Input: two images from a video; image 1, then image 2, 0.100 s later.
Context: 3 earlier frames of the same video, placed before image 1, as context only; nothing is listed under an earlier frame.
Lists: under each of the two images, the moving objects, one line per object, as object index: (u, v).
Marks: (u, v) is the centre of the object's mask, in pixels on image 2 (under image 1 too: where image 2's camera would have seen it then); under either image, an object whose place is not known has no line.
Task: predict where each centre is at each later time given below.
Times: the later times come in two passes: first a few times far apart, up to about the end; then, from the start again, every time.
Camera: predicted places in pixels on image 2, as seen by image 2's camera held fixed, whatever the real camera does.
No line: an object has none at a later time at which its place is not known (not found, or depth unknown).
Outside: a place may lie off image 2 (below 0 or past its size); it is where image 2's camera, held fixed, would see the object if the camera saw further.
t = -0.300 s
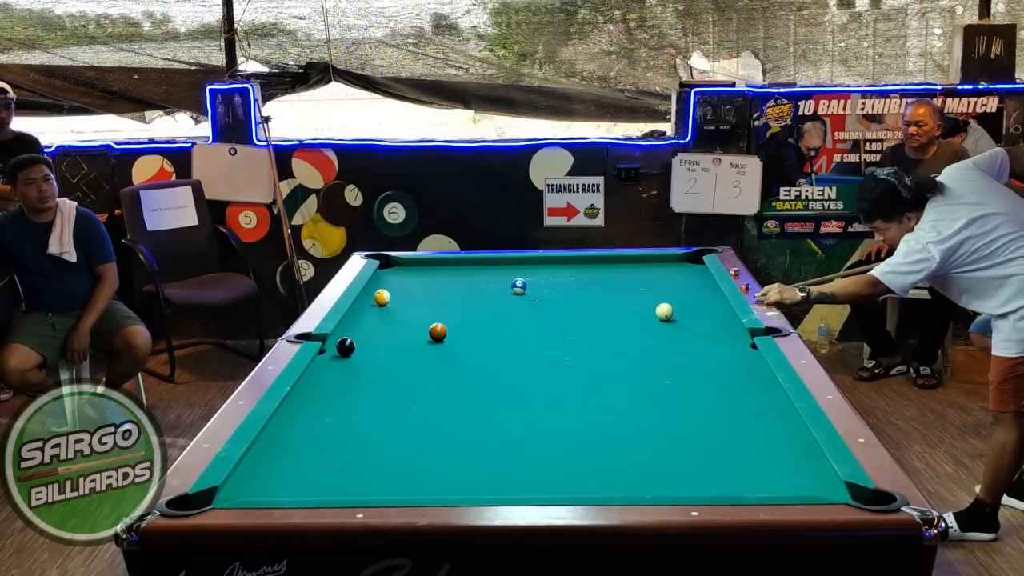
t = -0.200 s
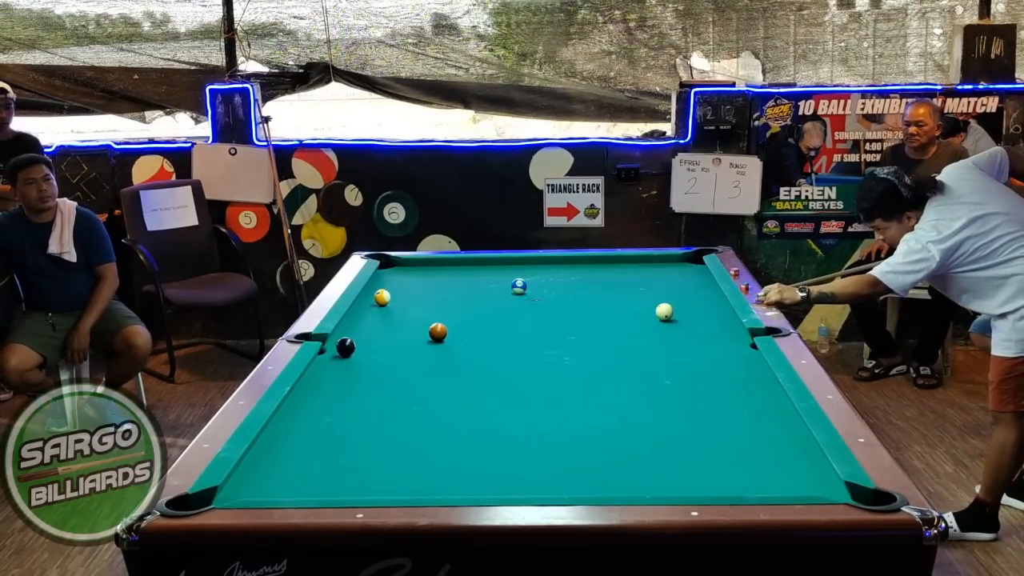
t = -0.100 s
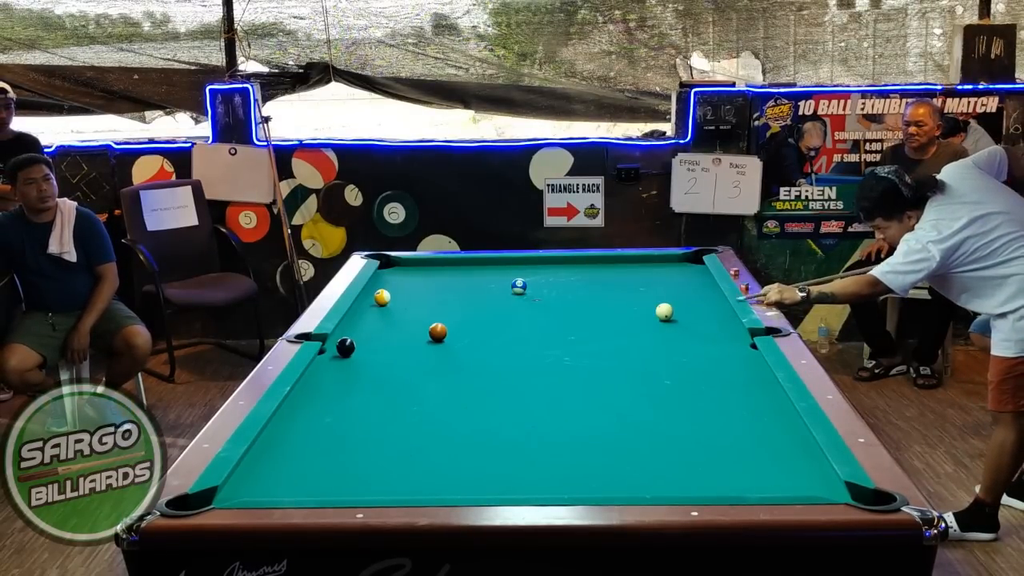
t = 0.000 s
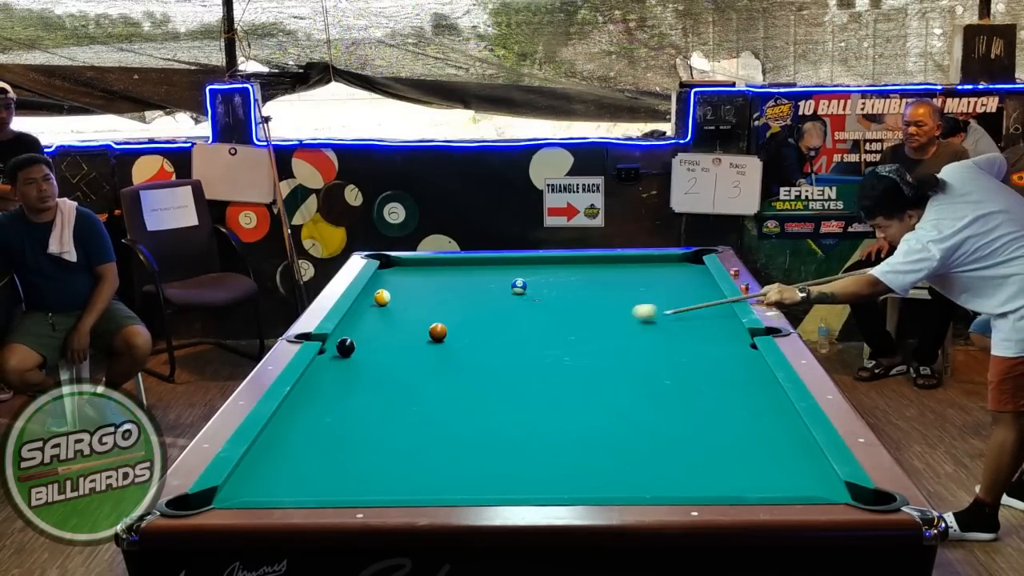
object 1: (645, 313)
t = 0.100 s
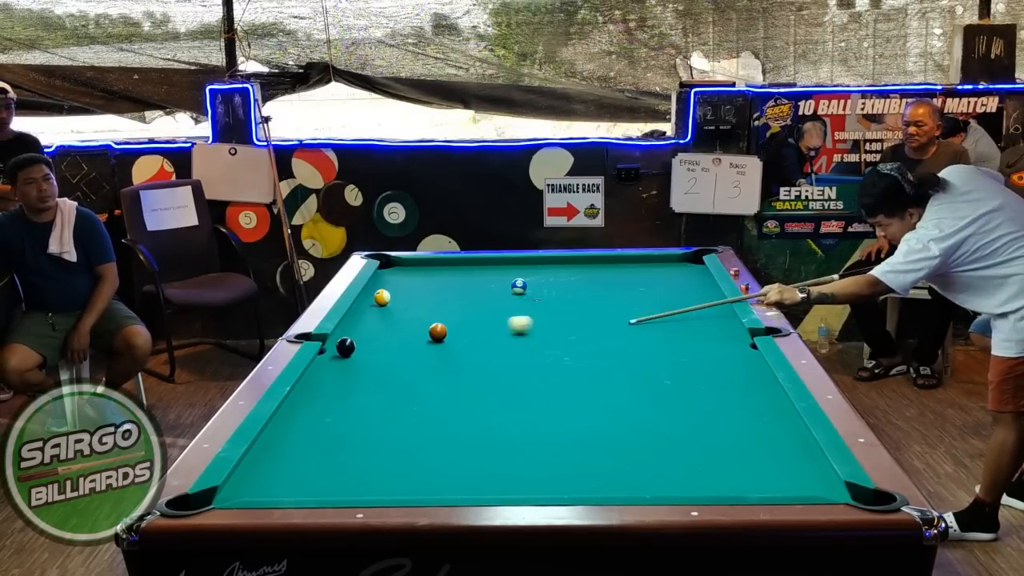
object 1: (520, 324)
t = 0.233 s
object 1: (454, 332)
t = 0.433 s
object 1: (451, 335)
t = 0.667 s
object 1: (448, 338)
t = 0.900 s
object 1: (445, 341)
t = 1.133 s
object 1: (443, 343)
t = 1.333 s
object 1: (441, 344)
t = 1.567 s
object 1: (439, 346)
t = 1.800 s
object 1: (438, 346)
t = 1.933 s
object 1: (438, 347)
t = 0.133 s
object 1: (478, 328)
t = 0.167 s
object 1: (455, 331)
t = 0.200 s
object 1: (455, 332)
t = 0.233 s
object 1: (454, 332)
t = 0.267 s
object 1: (454, 333)
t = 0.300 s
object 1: (453, 333)
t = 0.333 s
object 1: (452, 334)
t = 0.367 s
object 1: (452, 334)
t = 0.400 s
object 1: (451, 335)
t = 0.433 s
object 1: (451, 335)
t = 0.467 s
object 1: (450, 336)
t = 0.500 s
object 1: (450, 336)
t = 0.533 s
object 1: (450, 336)
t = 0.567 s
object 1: (449, 337)
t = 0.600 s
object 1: (449, 337)
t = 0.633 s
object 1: (448, 338)
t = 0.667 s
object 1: (448, 338)
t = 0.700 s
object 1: (447, 339)
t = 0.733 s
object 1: (447, 339)
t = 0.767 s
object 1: (446, 339)
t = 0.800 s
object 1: (446, 340)
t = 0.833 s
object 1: (446, 340)
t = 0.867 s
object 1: (445, 340)
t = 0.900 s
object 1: (445, 341)
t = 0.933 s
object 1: (445, 341)
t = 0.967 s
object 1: (444, 341)
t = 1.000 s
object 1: (444, 342)
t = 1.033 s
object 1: (444, 342)
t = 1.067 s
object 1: (443, 343)
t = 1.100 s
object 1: (443, 343)
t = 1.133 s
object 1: (443, 343)
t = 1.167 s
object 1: (442, 343)
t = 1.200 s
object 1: (442, 344)
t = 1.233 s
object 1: (442, 344)
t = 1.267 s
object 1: (442, 344)
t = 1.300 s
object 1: (441, 344)
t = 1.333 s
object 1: (441, 344)
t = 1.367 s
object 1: (441, 345)
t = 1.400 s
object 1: (440, 345)
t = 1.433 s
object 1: (440, 345)
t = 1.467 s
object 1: (440, 345)
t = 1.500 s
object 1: (440, 346)
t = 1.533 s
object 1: (439, 346)
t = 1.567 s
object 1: (439, 346)
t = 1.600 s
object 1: (439, 346)
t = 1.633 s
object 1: (439, 346)
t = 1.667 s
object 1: (439, 346)
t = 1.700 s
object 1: (439, 346)
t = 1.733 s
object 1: (438, 346)
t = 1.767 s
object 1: (438, 346)
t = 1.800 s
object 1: (438, 346)
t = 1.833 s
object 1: (438, 346)
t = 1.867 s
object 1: (438, 347)
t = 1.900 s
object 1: (438, 347)
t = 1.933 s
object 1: (438, 347)
